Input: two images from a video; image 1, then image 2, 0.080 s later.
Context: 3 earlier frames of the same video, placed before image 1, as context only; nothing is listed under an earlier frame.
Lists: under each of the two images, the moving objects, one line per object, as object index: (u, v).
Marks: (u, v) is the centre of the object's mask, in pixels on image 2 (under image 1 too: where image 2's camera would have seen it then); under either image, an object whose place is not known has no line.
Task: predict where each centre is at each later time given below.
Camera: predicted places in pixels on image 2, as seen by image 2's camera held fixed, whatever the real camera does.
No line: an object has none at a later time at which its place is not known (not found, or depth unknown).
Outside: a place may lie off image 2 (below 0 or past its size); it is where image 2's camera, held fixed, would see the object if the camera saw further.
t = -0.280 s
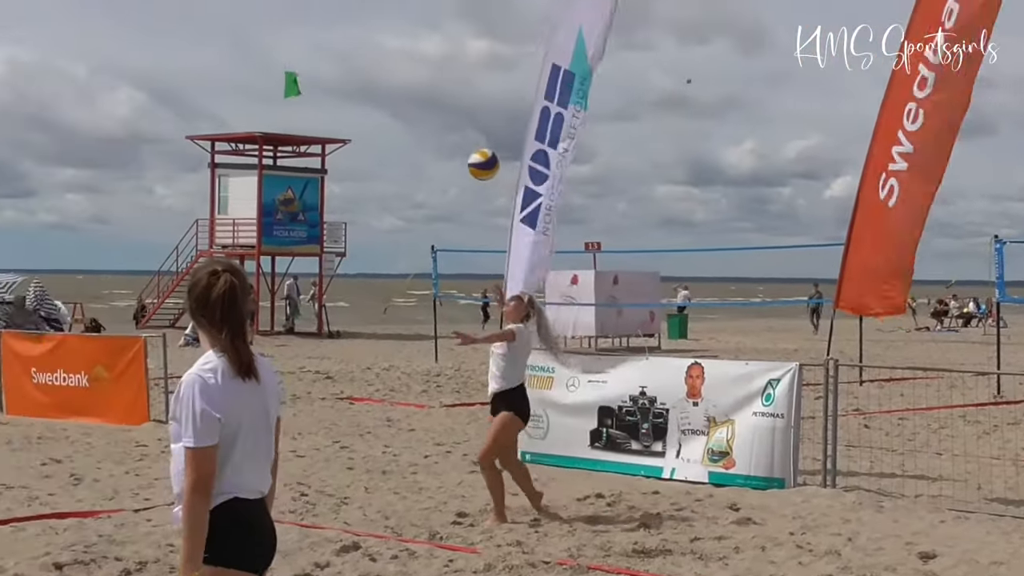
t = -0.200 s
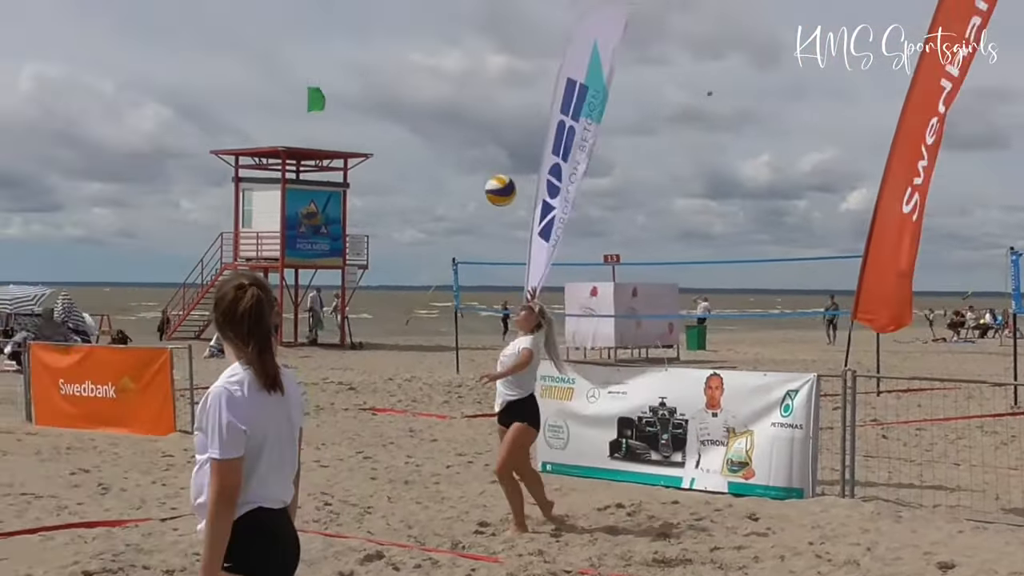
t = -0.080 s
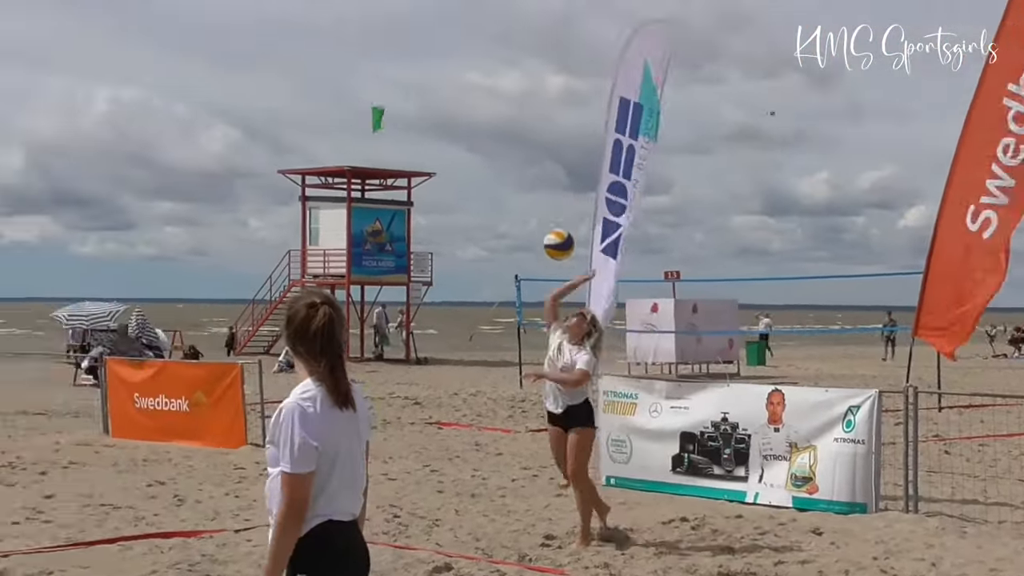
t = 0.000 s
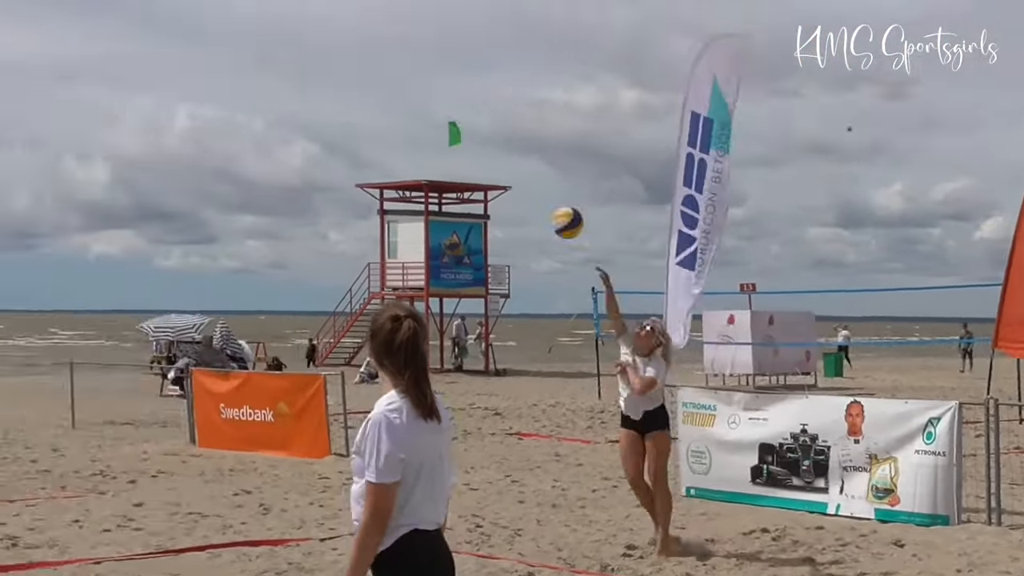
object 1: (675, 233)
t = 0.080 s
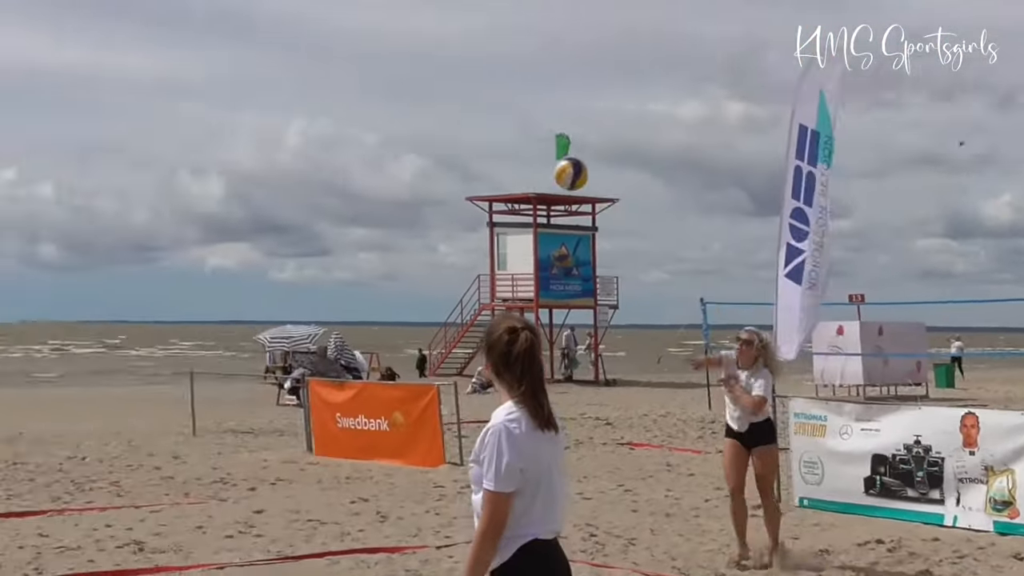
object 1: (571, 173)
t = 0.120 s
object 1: (515, 146)
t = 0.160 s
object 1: (457, 115)
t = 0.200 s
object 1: (394, 85)
